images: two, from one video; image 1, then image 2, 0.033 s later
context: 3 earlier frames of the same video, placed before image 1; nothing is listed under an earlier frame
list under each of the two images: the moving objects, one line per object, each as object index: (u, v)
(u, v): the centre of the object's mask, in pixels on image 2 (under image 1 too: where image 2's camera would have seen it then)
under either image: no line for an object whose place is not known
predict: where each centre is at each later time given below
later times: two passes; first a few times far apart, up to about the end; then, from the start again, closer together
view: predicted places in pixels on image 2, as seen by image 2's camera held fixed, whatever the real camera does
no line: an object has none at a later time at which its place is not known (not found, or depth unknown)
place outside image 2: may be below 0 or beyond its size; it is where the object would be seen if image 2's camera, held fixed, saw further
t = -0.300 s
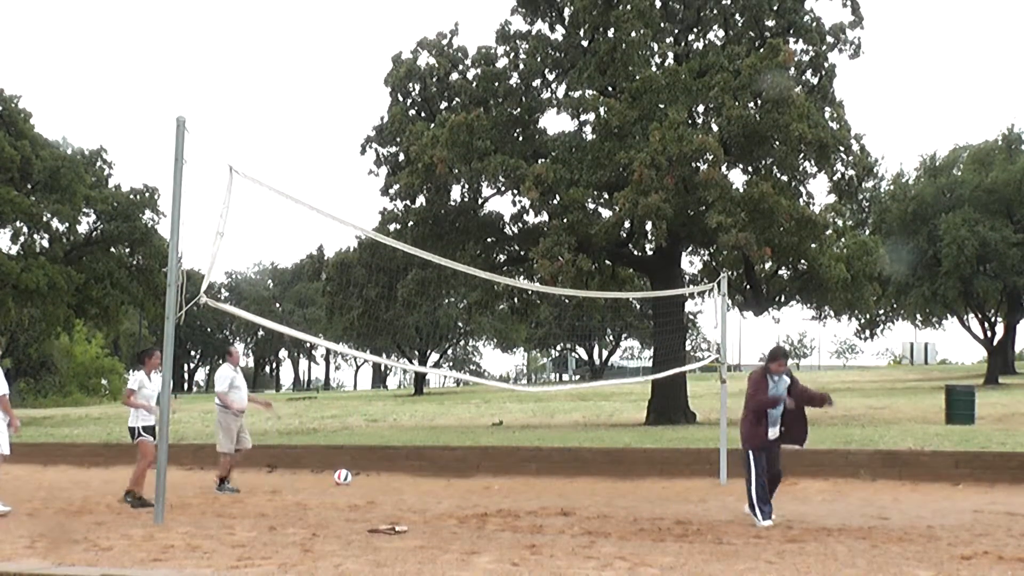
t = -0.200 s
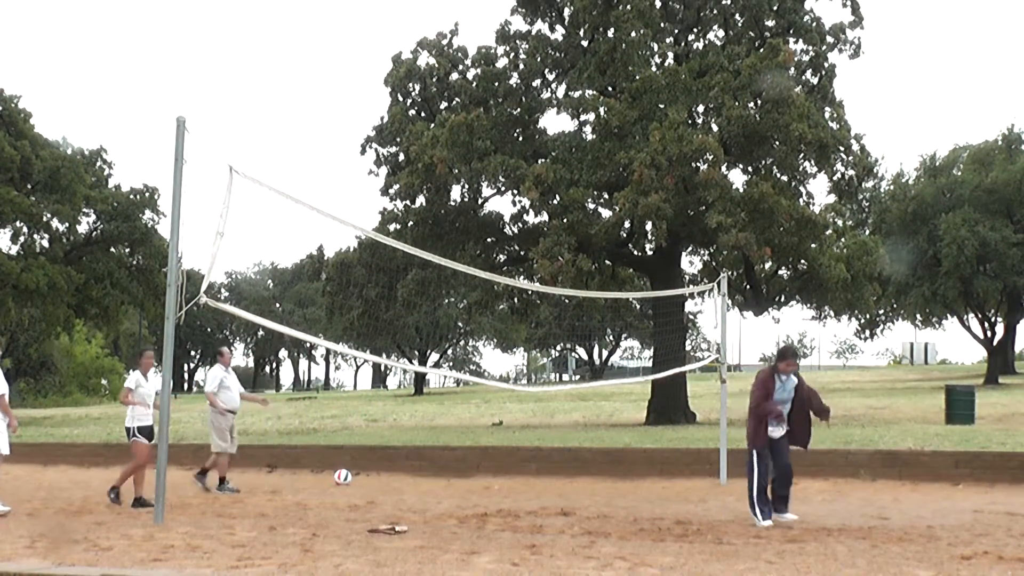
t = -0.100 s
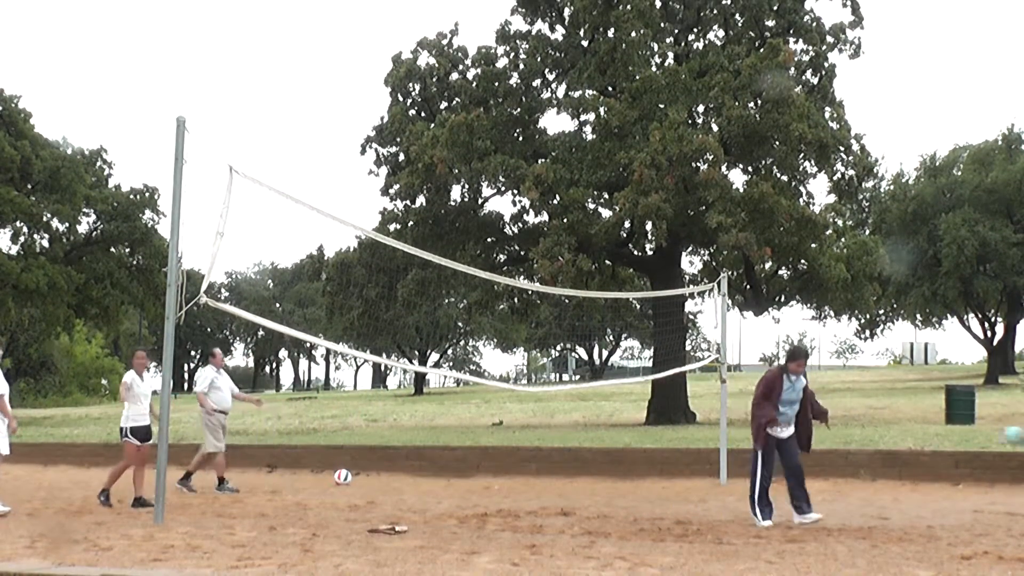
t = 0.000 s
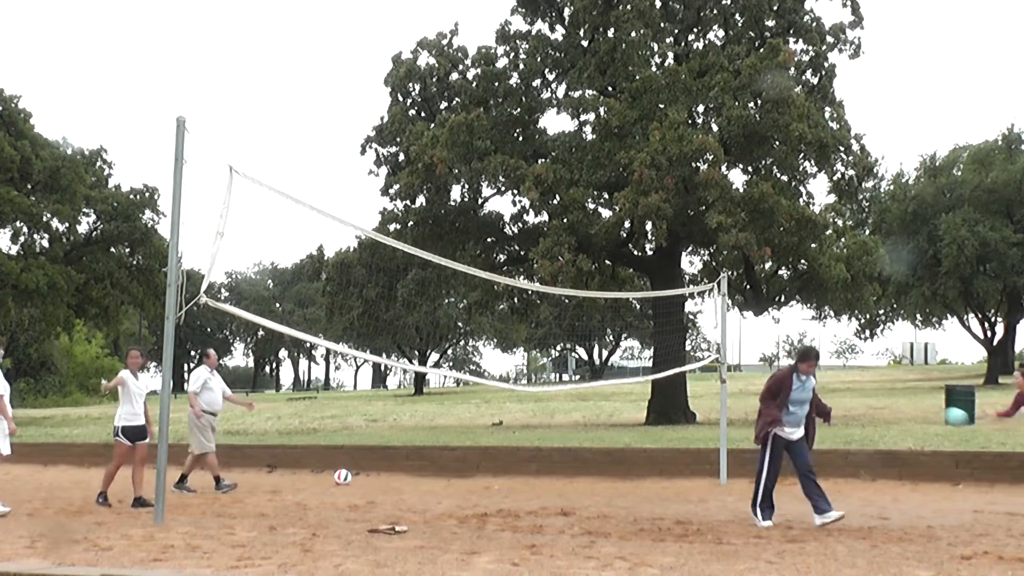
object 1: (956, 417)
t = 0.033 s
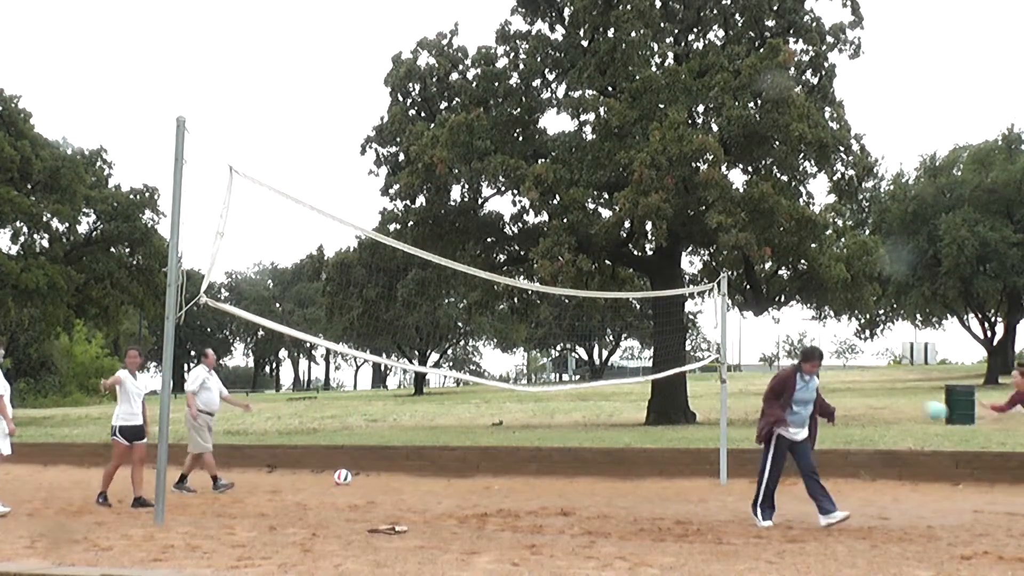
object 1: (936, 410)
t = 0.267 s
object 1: (793, 392)
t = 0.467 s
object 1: (680, 417)
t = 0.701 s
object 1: (541, 489)
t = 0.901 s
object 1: (453, 466)
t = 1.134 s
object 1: (350, 482)
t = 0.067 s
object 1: (915, 405)
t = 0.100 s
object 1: (896, 401)
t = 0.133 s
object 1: (877, 398)
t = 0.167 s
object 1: (858, 395)
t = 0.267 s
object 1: (793, 392)
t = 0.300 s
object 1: (778, 394)
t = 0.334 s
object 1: (759, 397)
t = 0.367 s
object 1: (740, 400)
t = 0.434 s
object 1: (699, 411)
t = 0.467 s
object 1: (680, 417)
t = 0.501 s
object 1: (661, 423)
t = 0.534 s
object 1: (640, 432)
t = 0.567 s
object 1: (621, 440)
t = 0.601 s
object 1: (601, 451)
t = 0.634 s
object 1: (581, 463)
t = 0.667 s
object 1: (561, 475)
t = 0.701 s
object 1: (541, 489)
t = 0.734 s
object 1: (526, 487)
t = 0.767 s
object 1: (511, 480)
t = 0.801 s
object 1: (496, 475)
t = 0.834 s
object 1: (481, 470)
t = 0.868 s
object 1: (467, 468)
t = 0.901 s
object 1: (453, 466)
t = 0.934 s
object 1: (438, 465)
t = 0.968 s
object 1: (422, 466)
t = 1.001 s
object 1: (408, 467)
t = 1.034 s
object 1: (394, 468)
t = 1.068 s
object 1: (379, 472)
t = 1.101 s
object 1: (363, 477)
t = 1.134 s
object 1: (350, 482)
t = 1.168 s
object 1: (334, 490)
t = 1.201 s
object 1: (319, 495)
